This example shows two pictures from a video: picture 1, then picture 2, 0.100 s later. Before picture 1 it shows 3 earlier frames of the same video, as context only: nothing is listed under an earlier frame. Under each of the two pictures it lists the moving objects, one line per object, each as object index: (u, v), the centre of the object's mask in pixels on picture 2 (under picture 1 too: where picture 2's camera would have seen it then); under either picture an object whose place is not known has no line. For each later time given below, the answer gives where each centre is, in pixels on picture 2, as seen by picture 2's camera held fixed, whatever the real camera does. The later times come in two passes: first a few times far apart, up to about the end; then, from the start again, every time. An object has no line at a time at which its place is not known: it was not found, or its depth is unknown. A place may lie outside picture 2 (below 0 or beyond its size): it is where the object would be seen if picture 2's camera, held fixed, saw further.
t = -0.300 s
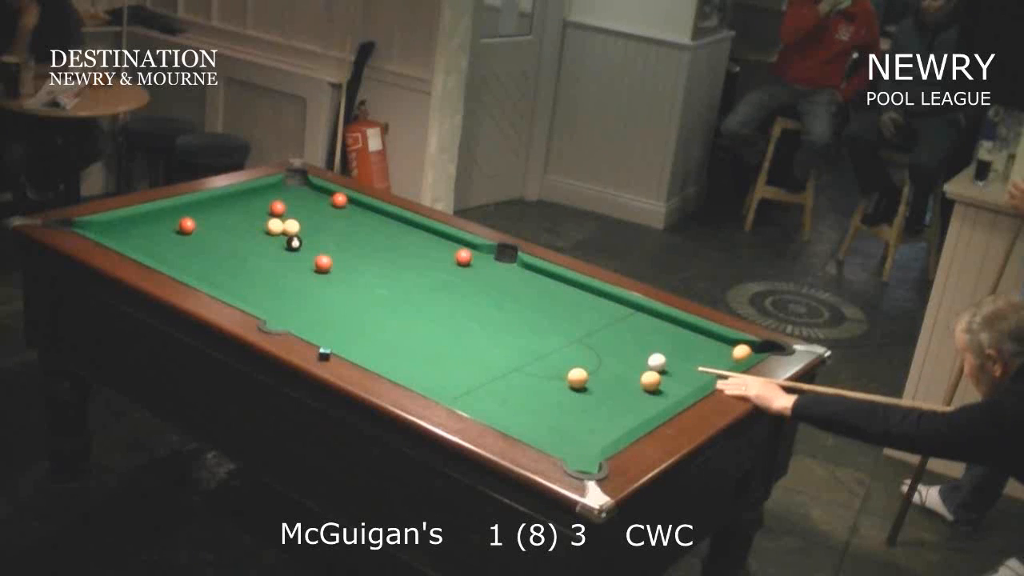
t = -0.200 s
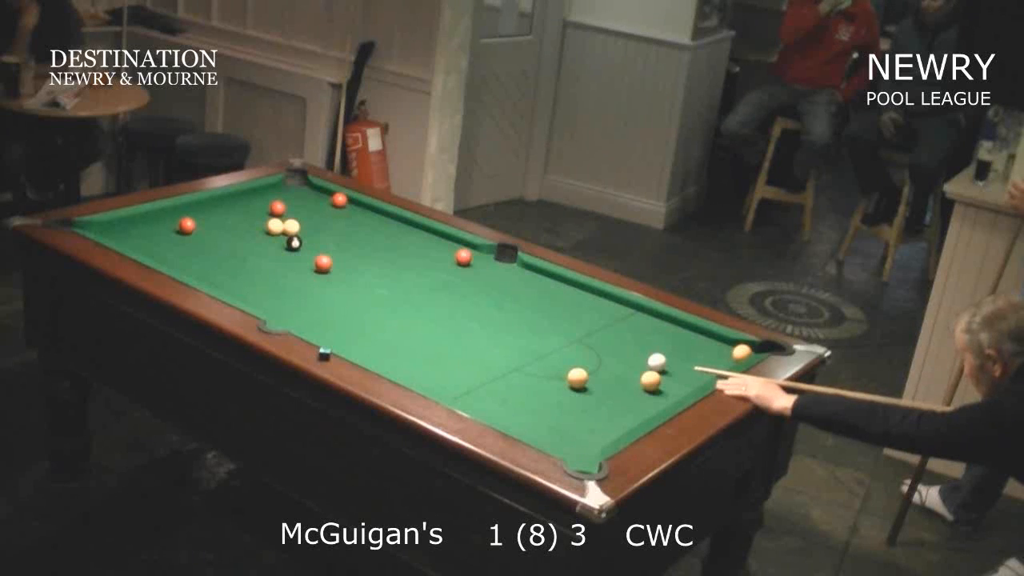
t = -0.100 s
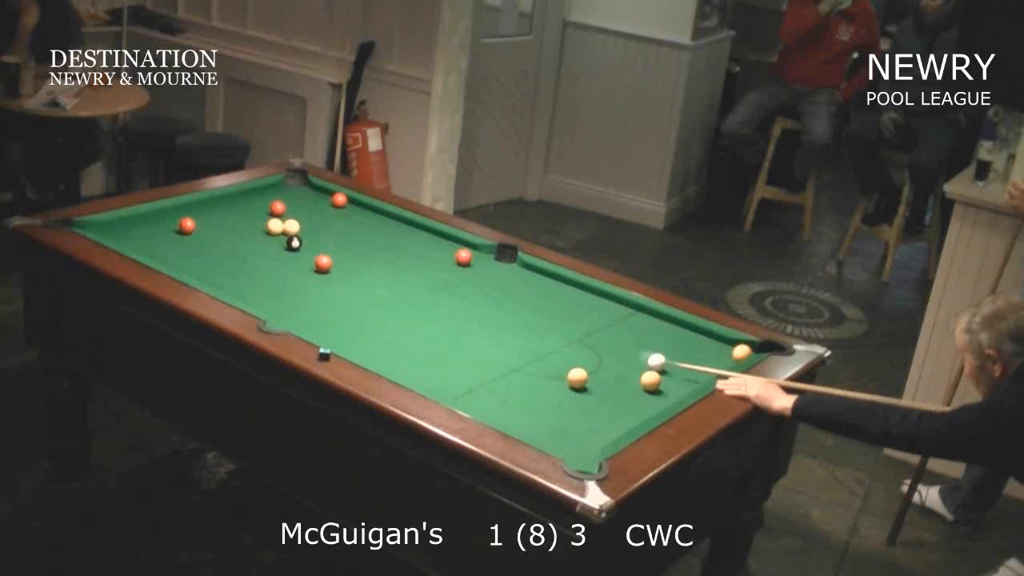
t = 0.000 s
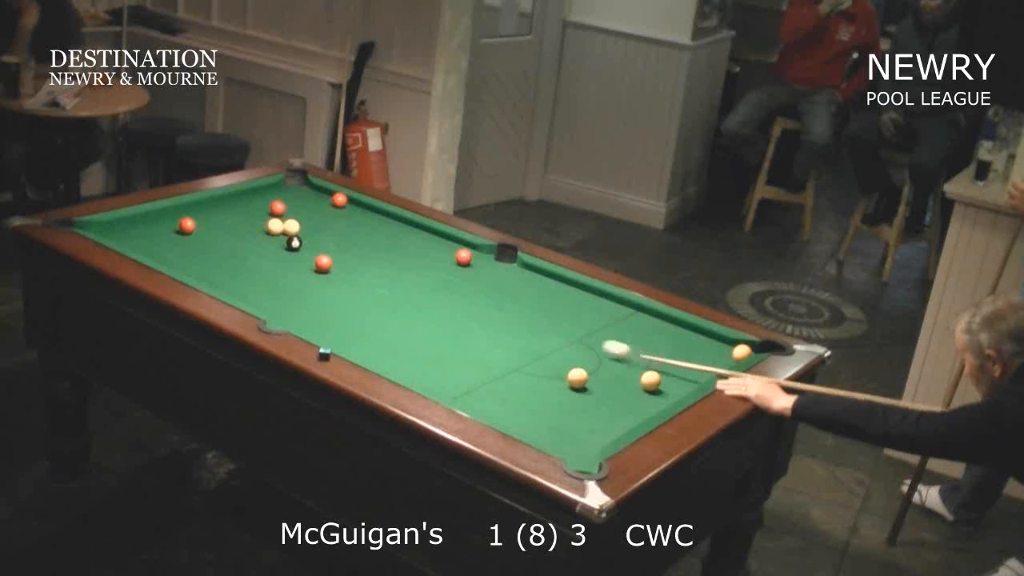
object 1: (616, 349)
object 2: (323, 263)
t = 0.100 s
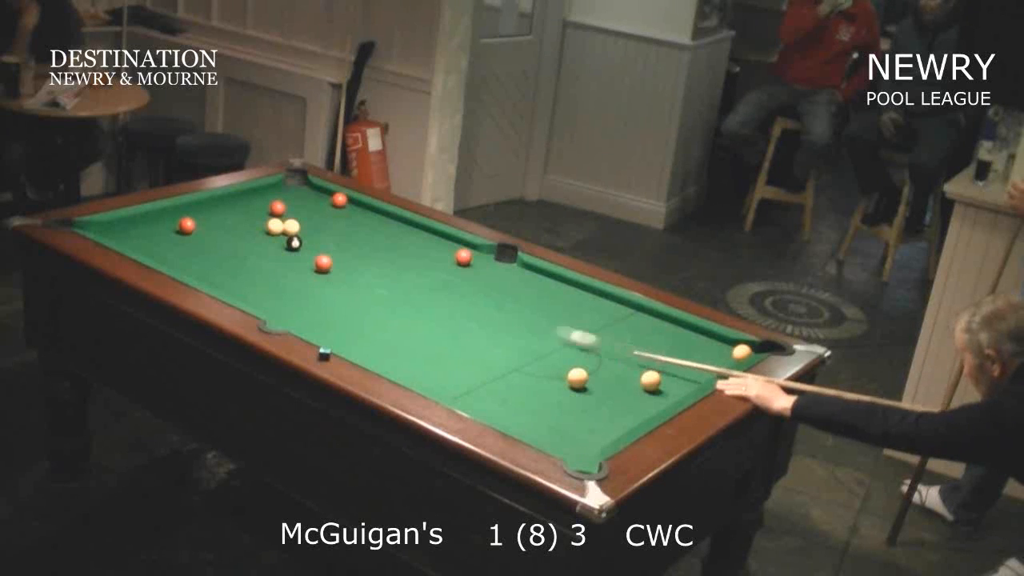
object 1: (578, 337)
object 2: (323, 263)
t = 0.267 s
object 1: (514, 319)
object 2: (323, 263)
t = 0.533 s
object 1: (422, 292)
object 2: (323, 263)
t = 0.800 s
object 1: (340, 267)
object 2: (315, 262)
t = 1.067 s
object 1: (334, 258)
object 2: (262, 251)
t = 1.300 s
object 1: (328, 251)
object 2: (222, 244)
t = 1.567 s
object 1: (322, 244)
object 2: (177, 234)
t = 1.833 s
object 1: (316, 237)
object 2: (135, 226)
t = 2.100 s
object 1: (312, 232)
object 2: (118, 225)
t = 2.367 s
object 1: (308, 228)
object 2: (124, 234)
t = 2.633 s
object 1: (306, 224)
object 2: (129, 241)
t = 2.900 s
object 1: (305, 221)
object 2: (137, 246)
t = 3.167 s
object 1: (304, 220)
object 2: (149, 250)
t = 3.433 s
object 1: (303, 219)
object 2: (159, 253)
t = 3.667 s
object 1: (303, 219)
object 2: (166, 255)
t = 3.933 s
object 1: (303, 218)
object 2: (172, 257)
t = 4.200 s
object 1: (303, 218)
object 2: (176, 258)
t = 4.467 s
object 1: (303, 218)
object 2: (178, 258)
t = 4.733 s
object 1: (303, 218)
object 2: (178, 258)
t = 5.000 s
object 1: (303, 218)
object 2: (178, 258)
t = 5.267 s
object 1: (303, 218)
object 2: (178, 258)
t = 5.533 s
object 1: (303, 218)
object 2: (178, 258)
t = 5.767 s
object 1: (303, 218)
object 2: (178, 259)
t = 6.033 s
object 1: (303, 218)
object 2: (178, 259)
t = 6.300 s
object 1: (303, 218)
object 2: (178, 259)
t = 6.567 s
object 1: (303, 218)
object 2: (178, 259)
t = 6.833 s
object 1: (303, 219)
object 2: (178, 259)
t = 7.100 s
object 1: (303, 219)
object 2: (178, 259)
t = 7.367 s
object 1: (303, 218)
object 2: (178, 259)
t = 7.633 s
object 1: (303, 219)
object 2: (178, 259)
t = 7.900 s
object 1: (303, 219)
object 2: (178, 259)
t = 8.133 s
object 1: (303, 219)
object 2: (178, 259)
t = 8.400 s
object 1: (303, 218)
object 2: (178, 259)
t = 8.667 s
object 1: (303, 218)
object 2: (178, 259)
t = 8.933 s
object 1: (303, 218)
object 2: (178, 259)
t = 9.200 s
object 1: (303, 218)
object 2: (178, 259)
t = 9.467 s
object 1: (303, 218)
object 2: (178, 259)
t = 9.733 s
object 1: (303, 218)
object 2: (178, 259)
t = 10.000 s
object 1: (303, 218)
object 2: (178, 259)
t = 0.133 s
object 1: (568, 335)
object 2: (323, 263)
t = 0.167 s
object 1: (552, 331)
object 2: (323, 263)
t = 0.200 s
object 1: (537, 326)
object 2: (323, 263)
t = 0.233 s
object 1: (521, 321)
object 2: (323, 263)
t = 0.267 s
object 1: (514, 319)
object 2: (323, 263)
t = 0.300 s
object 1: (501, 315)
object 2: (323, 263)
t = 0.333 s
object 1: (492, 312)
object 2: (323, 263)
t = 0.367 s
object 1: (477, 308)
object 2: (323, 263)
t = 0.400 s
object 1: (463, 304)
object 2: (323, 263)
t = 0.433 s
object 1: (449, 300)
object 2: (323, 263)
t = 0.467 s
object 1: (441, 297)
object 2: (323, 263)
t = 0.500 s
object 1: (429, 293)
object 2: (323, 263)
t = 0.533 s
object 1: (422, 292)
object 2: (323, 263)
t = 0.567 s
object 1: (408, 288)
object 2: (323, 263)
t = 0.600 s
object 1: (394, 283)
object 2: (323, 263)
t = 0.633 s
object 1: (381, 279)
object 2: (323, 263)
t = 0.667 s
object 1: (374, 277)
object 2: (323, 263)
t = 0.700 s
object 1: (363, 274)
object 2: (323, 263)
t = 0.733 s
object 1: (355, 271)
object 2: (323, 263)
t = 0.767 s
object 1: (343, 268)
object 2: (322, 263)
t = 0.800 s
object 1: (340, 267)
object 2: (315, 262)
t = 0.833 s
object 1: (340, 266)
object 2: (306, 260)
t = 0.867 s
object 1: (340, 265)
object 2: (300, 259)
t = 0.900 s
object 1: (339, 264)
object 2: (295, 258)
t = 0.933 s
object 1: (338, 263)
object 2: (290, 257)
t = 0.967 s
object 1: (337, 261)
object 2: (282, 255)
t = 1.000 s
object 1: (335, 260)
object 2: (274, 253)
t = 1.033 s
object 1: (334, 259)
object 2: (267, 252)
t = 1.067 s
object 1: (334, 258)
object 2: (262, 251)
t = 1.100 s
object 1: (333, 257)
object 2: (258, 251)
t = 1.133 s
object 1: (332, 256)
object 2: (252, 250)
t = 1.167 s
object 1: (331, 255)
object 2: (245, 248)
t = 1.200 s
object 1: (330, 254)
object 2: (238, 246)
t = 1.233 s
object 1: (329, 252)
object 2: (231, 245)
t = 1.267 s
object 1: (328, 252)
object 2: (227, 244)
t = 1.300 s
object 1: (328, 251)
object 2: (222, 244)
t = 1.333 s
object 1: (327, 250)
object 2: (217, 242)
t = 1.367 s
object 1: (326, 249)
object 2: (210, 241)
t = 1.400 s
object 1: (325, 248)
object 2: (204, 239)
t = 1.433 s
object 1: (324, 247)
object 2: (197, 239)
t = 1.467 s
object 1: (324, 246)
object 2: (193, 238)
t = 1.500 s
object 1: (323, 245)
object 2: (189, 237)
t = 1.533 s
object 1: (322, 245)
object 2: (183, 236)
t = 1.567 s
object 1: (322, 244)
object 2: (177, 234)
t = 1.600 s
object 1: (321, 243)
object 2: (171, 233)
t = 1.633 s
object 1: (320, 242)
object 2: (165, 232)
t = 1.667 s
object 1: (319, 241)
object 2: (161, 231)
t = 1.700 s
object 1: (319, 240)
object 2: (157, 230)
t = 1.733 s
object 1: (318, 240)
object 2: (153, 229)
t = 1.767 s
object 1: (318, 239)
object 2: (147, 228)
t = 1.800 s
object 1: (317, 238)
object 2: (141, 227)
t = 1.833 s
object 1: (316, 237)
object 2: (135, 226)
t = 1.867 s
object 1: (316, 236)
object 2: (131, 225)
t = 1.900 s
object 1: (315, 236)
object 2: (127, 224)
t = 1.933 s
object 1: (315, 235)
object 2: (123, 223)
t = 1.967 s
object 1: (314, 234)
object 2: (117, 222)
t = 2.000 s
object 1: (314, 234)
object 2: (117, 222)
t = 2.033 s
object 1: (313, 233)
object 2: (117, 223)
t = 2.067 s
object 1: (313, 233)
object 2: (118, 224)
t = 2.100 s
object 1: (312, 232)
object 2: (118, 225)
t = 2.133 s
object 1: (311, 231)
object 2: (118, 226)
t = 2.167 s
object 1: (311, 231)
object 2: (119, 228)
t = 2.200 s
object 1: (310, 230)
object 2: (120, 229)
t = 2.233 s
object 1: (310, 230)
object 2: (121, 230)
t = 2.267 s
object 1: (310, 229)
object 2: (121, 231)
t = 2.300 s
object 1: (309, 229)
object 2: (122, 232)
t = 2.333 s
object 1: (309, 228)
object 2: (123, 233)
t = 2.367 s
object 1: (308, 228)
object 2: (124, 234)
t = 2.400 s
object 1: (308, 227)
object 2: (124, 235)
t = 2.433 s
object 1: (308, 227)
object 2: (125, 236)
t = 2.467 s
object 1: (308, 226)
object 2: (126, 237)
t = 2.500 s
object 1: (307, 226)
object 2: (126, 238)
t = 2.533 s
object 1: (307, 225)
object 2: (126, 238)
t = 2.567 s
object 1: (307, 225)
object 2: (127, 239)
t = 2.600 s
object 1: (307, 224)
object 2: (128, 240)
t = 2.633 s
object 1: (306, 224)
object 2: (129, 241)
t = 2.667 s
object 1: (306, 224)
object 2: (129, 241)
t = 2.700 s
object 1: (306, 223)
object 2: (129, 242)
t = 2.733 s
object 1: (306, 223)
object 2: (130, 243)
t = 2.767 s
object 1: (305, 223)
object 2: (131, 244)
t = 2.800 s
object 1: (305, 222)
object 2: (132, 245)
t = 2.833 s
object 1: (305, 222)
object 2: (134, 245)
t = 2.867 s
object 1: (305, 222)
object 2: (135, 245)
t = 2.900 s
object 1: (305, 221)
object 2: (137, 246)
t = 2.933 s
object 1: (305, 221)
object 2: (138, 247)
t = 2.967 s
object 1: (304, 221)
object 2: (139, 247)
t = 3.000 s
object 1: (304, 221)
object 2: (142, 248)
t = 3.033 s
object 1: (304, 220)
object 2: (144, 248)
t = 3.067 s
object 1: (304, 220)
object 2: (145, 248)
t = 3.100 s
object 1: (304, 220)
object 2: (146, 249)
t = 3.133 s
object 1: (304, 220)
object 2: (147, 249)
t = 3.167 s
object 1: (304, 220)
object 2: (149, 250)
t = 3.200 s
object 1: (304, 220)
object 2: (150, 251)
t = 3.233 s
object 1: (303, 219)
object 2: (152, 251)
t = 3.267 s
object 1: (303, 219)
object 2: (153, 251)
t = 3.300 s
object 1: (303, 219)
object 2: (154, 252)
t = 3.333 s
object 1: (303, 219)
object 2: (155, 252)
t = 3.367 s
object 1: (303, 219)
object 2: (157, 253)
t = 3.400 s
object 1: (303, 219)
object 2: (158, 253)
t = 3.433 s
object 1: (303, 219)
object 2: (159, 253)
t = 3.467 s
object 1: (303, 219)
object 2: (160, 253)
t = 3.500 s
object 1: (303, 219)
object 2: (161, 254)
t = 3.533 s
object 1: (303, 219)
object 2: (162, 254)
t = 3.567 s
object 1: (303, 219)
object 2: (163, 254)
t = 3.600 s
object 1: (303, 219)
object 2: (164, 255)
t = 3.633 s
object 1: (303, 218)
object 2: (165, 255)
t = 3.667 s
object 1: (303, 219)
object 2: (166, 255)
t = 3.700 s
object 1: (303, 218)
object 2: (167, 256)
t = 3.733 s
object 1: (303, 218)
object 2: (168, 256)
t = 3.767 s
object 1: (303, 218)
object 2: (169, 256)
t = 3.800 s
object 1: (303, 218)
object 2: (169, 256)
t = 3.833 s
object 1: (303, 218)
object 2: (170, 257)
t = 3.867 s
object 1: (303, 218)
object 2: (171, 257)
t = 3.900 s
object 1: (303, 218)
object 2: (171, 257)
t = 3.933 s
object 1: (303, 218)
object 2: (172, 257)
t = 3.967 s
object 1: (303, 219)
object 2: (173, 257)
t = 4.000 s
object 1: (303, 218)
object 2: (173, 257)
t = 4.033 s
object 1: (303, 218)
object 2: (174, 258)
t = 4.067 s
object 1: (303, 218)
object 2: (174, 258)
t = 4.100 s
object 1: (303, 218)
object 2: (175, 258)
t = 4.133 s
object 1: (303, 218)
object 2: (175, 258)
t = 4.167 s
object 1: (303, 218)
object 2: (176, 258)
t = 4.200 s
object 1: (303, 218)
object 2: (176, 258)
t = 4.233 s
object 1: (303, 218)
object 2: (176, 258)
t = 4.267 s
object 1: (303, 218)
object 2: (177, 258)
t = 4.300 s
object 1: (303, 218)
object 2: (177, 258)
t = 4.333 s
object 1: (303, 218)
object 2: (177, 259)
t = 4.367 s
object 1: (303, 218)
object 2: (177, 259)
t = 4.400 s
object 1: (303, 218)
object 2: (178, 259)
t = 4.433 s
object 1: (303, 218)
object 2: (178, 258)
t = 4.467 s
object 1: (303, 218)
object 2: (178, 258)
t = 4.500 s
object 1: (303, 218)
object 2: (178, 258)
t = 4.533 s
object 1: (303, 218)
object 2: (178, 259)
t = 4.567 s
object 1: (303, 218)
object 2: (178, 258)
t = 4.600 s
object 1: (303, 218)
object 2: (178, 258)
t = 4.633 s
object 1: (303, 218)
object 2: (178, 258)
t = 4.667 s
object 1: (303, 218)
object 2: (178, 258)
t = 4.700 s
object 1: (303, 218)
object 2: (178, 258)
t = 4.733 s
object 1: (303, 218)
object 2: (178, 258)
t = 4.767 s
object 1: (303, 218)
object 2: (178, 258)
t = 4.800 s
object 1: (303, 218)
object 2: (178, 258)
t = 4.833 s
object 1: (303, 218)
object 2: (178, 258)
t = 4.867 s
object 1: (303, 218)
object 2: (178, 258)
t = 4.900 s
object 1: (303, 218)
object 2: (178, 258)
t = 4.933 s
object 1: (303, 218)
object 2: (178, 258)
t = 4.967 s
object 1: (303, 218)
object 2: (178, 258)
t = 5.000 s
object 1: (303, 218)
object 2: (178, 258)
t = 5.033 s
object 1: (303, 218)
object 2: (178, 258)
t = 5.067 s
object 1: (303, 218)
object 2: (178, 258)
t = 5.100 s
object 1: (303, 218)
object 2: (178, 258)
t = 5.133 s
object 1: (303, 218)
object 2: (178, 258)
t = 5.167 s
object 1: (303, 218)
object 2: (178, 258)
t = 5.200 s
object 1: (303, 218)
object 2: (178, 258)
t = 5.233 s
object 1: (303, 218)
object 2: (178, 258)
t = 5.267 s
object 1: (303, 218)
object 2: (178, 258)
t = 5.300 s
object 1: (303, 218)
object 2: (178, 259)
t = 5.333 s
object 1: (303, 218)
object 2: (178, 258)
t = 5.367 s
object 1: (303, 218)
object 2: (178, 258)
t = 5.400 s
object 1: (303, 218)
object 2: (178, 258)
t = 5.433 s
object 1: (303, 218)
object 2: (178, 258)
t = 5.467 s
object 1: (303, 218)
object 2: (178, 258)
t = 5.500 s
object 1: (303, 218)
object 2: (178, 258)
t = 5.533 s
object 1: (303, 218)
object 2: (178, 258)
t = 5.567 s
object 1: (303, 218)
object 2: (178, 259)
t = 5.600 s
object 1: (303, 218)
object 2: (178, 259)
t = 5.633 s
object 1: (303, 218)
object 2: (178, 259)
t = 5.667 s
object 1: (303, 218)
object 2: (178, 259)
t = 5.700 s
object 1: (303, 218)
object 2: (178, 259)
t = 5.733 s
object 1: (303, 218)
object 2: (178, 259)
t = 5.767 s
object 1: (303, 218)
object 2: (178, 259)
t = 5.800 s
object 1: (303, 218)
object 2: (178, 259)
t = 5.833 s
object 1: (303, 218)
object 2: (178, 259)
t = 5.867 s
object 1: (303, 218)
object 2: (178, 259)
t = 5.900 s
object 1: (303, 218)
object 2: (178, 259)
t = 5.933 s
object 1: (303, 218)
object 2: (178, 259)
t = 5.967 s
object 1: (303, 218)
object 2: (178, 259)
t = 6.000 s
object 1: (303, 218)
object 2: (178, 259)
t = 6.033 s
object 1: (303, 218)
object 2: (178, 259)
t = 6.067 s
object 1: (303, 218)
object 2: (178, 259)
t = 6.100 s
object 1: (303, 218)
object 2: (178, 259)
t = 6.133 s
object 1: (303, 218)
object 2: (178, 259)
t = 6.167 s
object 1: (303, 218)
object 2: (178, 259)
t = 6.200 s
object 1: (303, 218)
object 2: (178, 259)
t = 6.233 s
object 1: (303, 218)
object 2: (178, 259)
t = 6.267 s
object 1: (303, 218)
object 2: (178, 259)
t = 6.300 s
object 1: (303, 218)
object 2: (178, 259)
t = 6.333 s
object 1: (303, 218)
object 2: (178, 259)
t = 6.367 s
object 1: (303, 218)
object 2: (178, 259)
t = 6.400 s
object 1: (303, 218)
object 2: (178, 259)
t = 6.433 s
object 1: (303, 219)
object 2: (178, 259)
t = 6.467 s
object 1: (303, 219)
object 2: (178, 259)
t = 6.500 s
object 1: (303, 219)
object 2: (178, 259)
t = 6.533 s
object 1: (303, 218)
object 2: (178, 259)
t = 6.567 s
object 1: (303, 218)
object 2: (178, 259)
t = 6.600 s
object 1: (303, 218)
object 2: (178, 259)
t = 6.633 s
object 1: (303, 218)
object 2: (178, 259)
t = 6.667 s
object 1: (303, 218)
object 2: (178, 259)
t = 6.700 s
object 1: (303, 219)
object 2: (178, 259)
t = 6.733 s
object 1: (303, 219)
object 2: (178, 259)
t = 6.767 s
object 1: (303, 219)
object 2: (178, 259)
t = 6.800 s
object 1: (303, 218)
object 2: (178, 259)
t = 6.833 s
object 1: (303, 219)
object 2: (178, 259)
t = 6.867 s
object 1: (303, 219)
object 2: (178, 259)
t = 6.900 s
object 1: (303, 219)
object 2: (178, 259)
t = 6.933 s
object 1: (303, 219)
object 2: (178, 259)
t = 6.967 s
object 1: (303, 219)
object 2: (178, 259)
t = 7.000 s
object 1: (303, 219)
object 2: (178, 259)
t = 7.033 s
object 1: (303, 219)
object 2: (178, 259)
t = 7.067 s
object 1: (303, 219)
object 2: (178, 259)
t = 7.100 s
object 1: (303, 219)
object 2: (178, 259)
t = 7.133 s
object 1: (303, 219)
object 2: (178, 259)
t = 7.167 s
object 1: (303, 219)
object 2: (178, 259)
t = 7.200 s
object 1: (303, 219)
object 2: (178, 259)
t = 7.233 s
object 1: (303, 219)
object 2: (178, 259)
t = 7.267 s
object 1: (303, 219)
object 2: (178, 259)
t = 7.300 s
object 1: (303, 219)
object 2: (178, 259)
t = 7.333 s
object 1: (303, 219)
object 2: (178, 259)
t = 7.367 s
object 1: (303, 218)
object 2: (178, 259)
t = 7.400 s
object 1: (303, 218)
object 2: (178, 259)
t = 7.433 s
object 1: (303, 218)
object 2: (178, 259)
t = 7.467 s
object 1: (303, 219)
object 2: (178, 259)
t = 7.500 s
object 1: (303, 218)
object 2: (178, 259)
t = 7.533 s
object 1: (303, 218)
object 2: (178, 259)
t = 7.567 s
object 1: (303, 218)
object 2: (178, 259)
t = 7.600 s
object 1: (303, 219)
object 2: (178, 259)
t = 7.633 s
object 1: (303, 219)
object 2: (178, 259)
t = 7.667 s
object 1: (303, 219)
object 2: (178, 259)
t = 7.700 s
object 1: (303, 219)
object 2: (178, 259)
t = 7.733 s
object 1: (303, 219)
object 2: (178, 259)
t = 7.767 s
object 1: (303, 219)
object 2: (178, 259)
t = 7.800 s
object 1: (303, 219)
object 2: (178, 259)
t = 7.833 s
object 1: (303, 219)
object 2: (178, 259)
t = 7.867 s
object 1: (303, 219)
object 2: (178, 259)
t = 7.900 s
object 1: (303, 219)
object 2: (178, 259)
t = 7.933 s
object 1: (303, 219)
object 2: (178, 259)
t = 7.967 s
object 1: (303, 219)
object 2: (178, 259)
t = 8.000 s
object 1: (303, 219)
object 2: (178, 259)
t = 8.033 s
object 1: (303, 219)
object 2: (178, 259)
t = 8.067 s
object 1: (303, 219)
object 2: (178, 258)
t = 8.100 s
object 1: (303, 219)
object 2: (178, 259)
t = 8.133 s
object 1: (303, 219)
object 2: (178, 259)
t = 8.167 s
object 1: (303, 219)
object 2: (178, 259)
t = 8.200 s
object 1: (303, 218)
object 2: (178, 259)
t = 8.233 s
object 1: (303, 218)
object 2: (178, 259)
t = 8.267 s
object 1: (303, 218)
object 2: (178, 259)
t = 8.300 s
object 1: (303, 218)
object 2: (178, 259)
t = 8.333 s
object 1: (303, 218)
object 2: (178, 259)
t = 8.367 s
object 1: (303, 218)
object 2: (178, 259)
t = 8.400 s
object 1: (303, 218)
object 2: (178, 259)
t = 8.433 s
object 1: (303, 219)
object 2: (178, 259)
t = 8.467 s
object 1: (303, 218)
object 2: (178, 259)
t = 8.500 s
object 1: (303, 218)
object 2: (178, 259)
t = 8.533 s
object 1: (303, 218)
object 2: (178, 259)
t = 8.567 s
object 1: (303, 218)
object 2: (178, 259)
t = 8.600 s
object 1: (303, 218)
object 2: (178, 259)
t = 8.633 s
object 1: (303, 218)
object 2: (178, 259)
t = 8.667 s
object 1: (303, 218)
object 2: (178, 259)
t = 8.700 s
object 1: (303, 218)
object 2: (178, 259)
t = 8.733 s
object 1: (303, 218)
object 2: (178, 259)
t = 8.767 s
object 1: (303, 218)
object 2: (178, 259)
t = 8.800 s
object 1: (303, 218)
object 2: (178, 259)
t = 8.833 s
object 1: (303, 218)
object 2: (178, 259)
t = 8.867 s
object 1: (303, 218)
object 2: (178, 259)
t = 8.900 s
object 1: (303, 218)
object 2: (178, 259)
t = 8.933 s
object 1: (303, 218)
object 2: (178, 259)
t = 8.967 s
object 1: (303, 218)
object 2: (178, 259)
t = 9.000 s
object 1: (303, 218)
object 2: (178, 259)
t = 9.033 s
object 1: (303, 218)
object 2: (178, 259)
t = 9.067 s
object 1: (303, 218)
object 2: (178, 259)
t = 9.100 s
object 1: (303, 218)
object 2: (178, 259)
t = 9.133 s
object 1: (303, 218)
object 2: (178, 259)
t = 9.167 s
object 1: (303, 218)
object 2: (178, 259)
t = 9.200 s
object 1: (303, 218)
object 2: (178, 259)
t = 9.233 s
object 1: (303, 218)
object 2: (178, 259)
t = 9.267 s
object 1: (303, 218)
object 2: (178, 259)
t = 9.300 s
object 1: (303, 218)
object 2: (178, 259)
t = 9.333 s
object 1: (303, 218)
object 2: (178, 259)
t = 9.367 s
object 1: (303, 218)
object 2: (178, 259)
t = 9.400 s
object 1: (303, 218)
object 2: (178, 259)
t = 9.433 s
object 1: (303, 218)
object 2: (178, 259)
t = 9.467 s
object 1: (303, 218)
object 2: (178, 259)
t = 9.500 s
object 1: (303, 218)
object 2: (178, 259)
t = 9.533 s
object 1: (303, 218)
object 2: (178, 259)
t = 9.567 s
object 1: (303, 218)
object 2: (178, 259)
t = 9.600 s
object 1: (303, 218)
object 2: (178, 259)
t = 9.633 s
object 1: (303, 218)
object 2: (178, 259)
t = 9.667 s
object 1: (303, 218)
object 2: (178, 259)
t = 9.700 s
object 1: (303, 218)
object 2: (178, 259)
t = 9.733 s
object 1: (303, 218)
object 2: (178, 259)
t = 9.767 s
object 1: (303, 218)
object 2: (178, 259)
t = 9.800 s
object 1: (303, 218)
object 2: (178, 259)
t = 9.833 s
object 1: (303, 218)
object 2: (178, 259)
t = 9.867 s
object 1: (303, 218)
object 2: (178, 259)
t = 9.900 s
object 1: (303, 218)
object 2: (178, 259)
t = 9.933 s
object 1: (303, 218)
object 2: (178, 259)
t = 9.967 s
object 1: (303, 218)
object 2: (178, 259)
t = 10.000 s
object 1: (303, 218)
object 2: (178, 259)
